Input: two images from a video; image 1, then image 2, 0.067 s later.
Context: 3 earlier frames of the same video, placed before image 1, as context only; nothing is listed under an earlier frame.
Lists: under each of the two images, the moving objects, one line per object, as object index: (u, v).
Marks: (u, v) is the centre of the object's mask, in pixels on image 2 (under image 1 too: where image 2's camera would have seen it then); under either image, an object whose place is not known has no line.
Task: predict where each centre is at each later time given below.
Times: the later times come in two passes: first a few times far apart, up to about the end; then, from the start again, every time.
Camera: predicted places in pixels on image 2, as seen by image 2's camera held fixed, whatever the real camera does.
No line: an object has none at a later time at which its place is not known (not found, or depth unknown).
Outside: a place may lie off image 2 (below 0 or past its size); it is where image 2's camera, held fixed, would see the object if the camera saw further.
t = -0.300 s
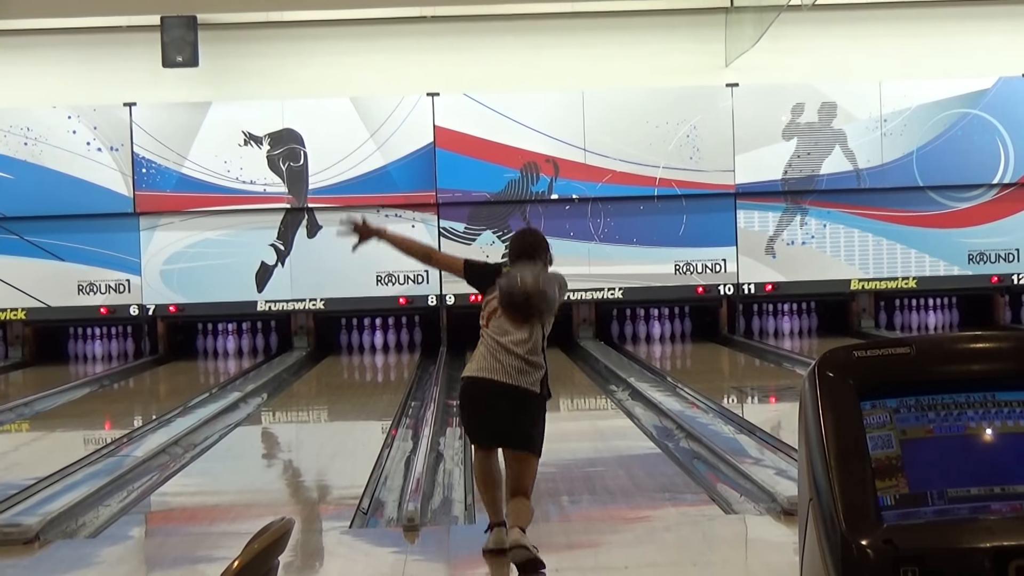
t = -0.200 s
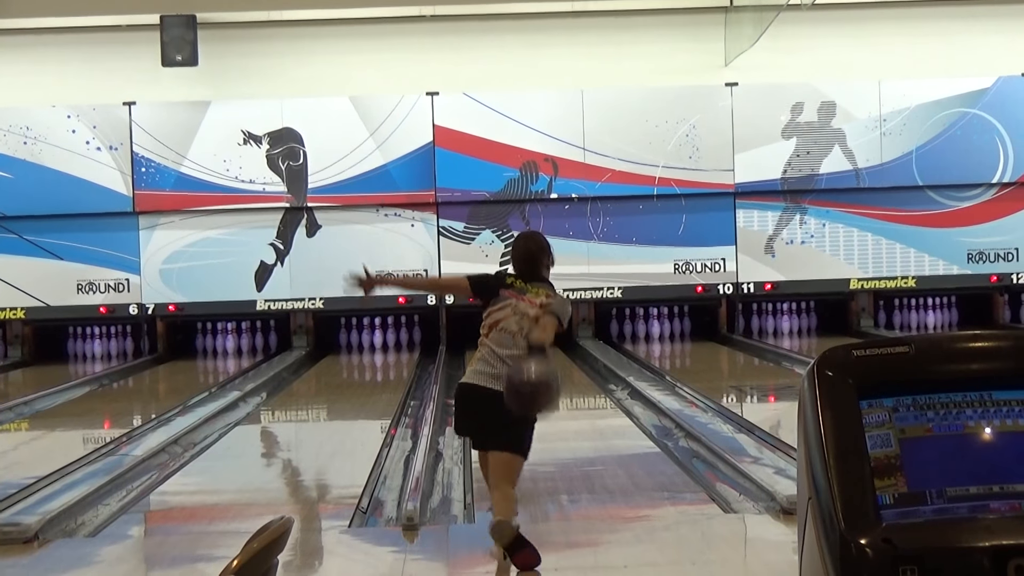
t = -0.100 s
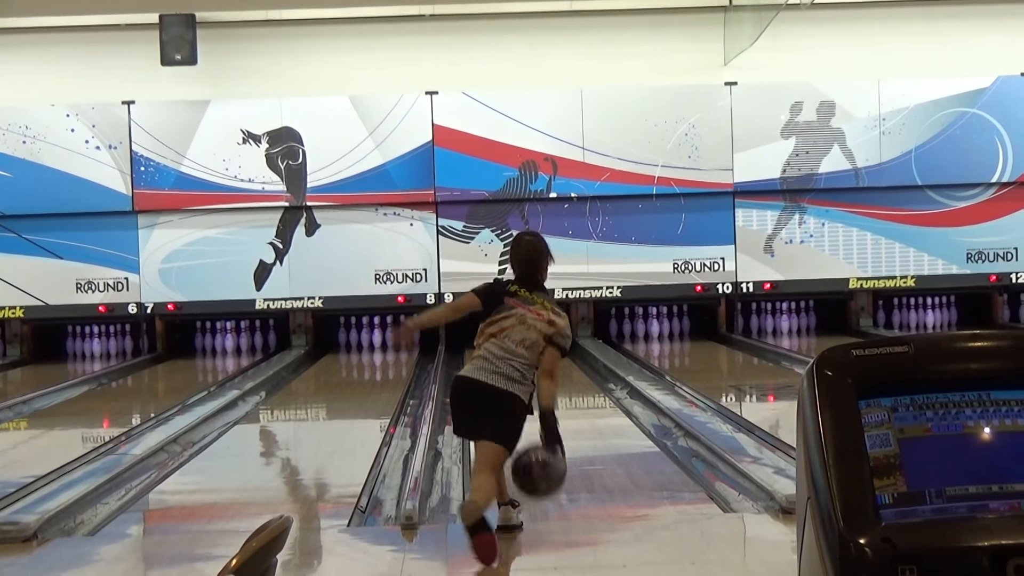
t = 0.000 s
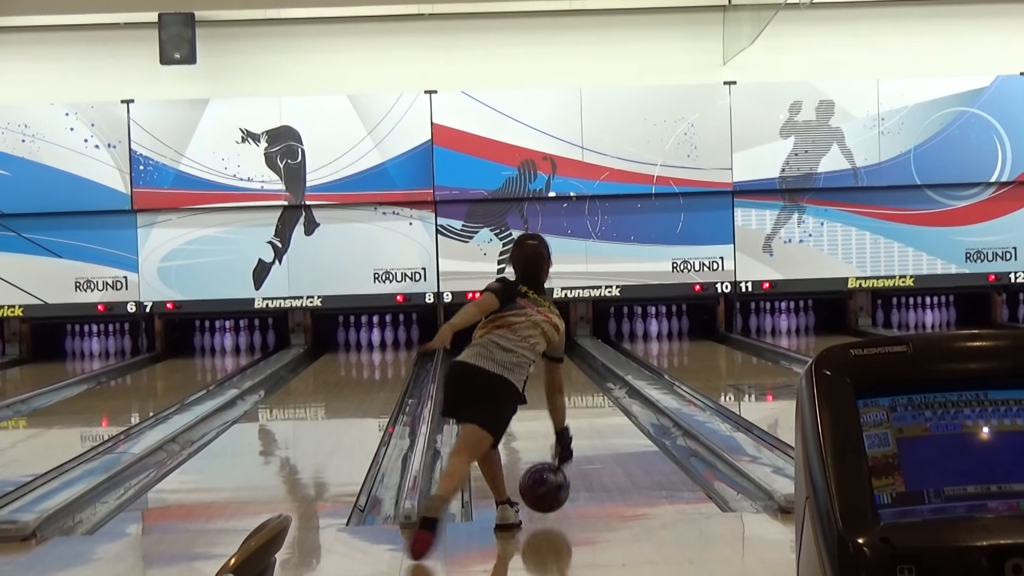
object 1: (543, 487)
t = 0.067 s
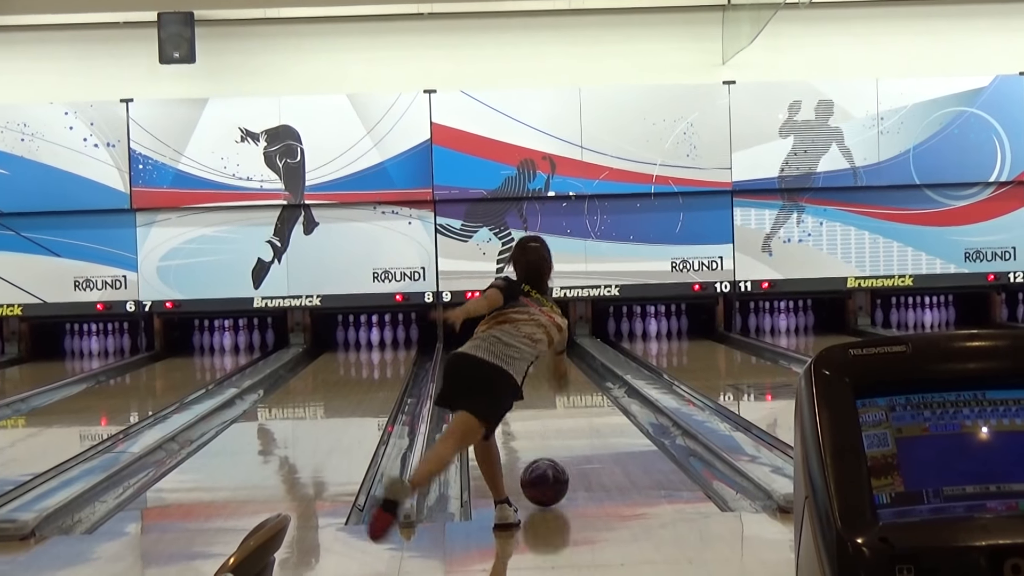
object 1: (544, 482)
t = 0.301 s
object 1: (546, 447)
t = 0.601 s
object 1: (548, 417)
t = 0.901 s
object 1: (550, 394)
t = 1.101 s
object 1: (554, 384)
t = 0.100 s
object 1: (545, 476)
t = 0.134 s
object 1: (545, 471)
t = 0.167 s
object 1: (546, 466)
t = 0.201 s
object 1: (546, 461)
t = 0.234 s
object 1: (546, 457)
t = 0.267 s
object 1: (546, 452)
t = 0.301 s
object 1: (546, 447)
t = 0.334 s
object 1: (546, 444)
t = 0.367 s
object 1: (547, 440)
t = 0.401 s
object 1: (547, 436)
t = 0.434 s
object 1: (547, 432)
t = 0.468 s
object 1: (547, 429)
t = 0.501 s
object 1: (547, 426)
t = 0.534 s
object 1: (547, 423)
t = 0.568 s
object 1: (548, 420)
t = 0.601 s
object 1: (548, 417)
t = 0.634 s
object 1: (548, 414)
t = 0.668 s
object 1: (548, 411)
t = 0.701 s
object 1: (548, 408)
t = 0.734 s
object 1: (548, 406)
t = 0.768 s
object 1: (548, 403)
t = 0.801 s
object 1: (548, 401)
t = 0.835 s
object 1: (548, 398)
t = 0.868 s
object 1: (549, 396)
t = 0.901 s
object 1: (550, 394)
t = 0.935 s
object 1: (550, 392)
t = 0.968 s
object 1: (550, 390)
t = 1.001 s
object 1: (551, 389)
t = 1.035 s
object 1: (552, 387)
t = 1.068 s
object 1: (553, 385)
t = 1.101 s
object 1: (554, 384)
